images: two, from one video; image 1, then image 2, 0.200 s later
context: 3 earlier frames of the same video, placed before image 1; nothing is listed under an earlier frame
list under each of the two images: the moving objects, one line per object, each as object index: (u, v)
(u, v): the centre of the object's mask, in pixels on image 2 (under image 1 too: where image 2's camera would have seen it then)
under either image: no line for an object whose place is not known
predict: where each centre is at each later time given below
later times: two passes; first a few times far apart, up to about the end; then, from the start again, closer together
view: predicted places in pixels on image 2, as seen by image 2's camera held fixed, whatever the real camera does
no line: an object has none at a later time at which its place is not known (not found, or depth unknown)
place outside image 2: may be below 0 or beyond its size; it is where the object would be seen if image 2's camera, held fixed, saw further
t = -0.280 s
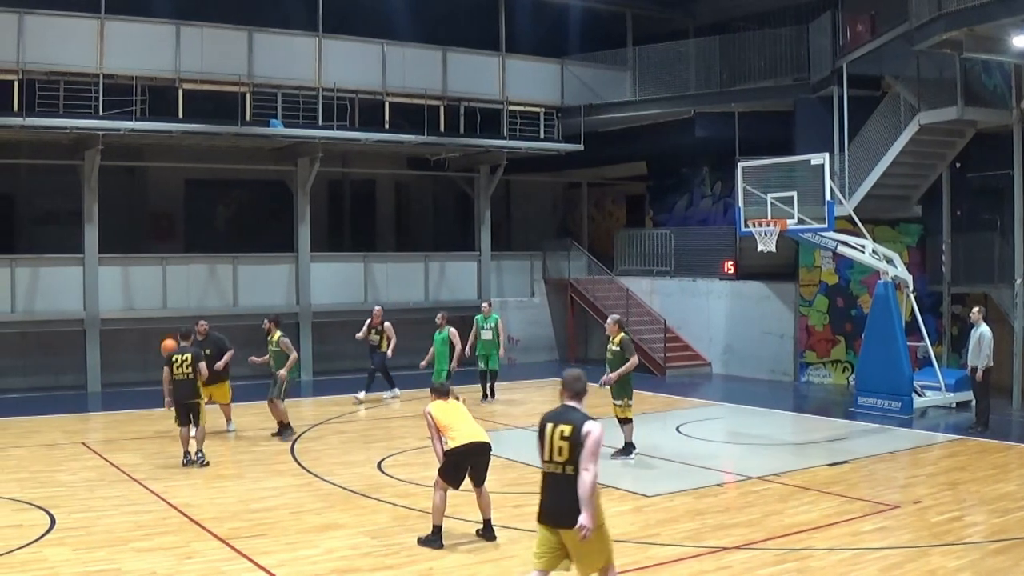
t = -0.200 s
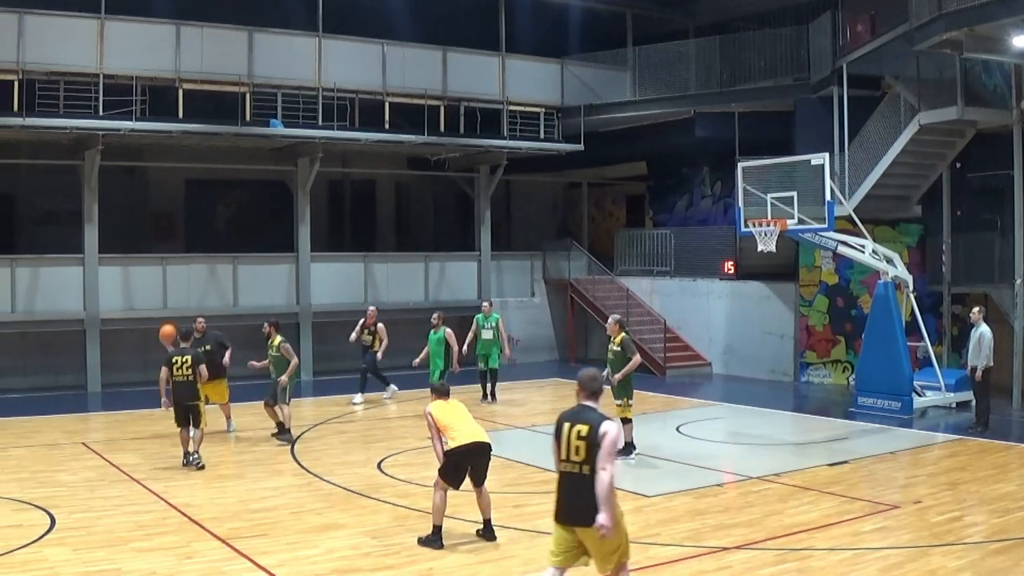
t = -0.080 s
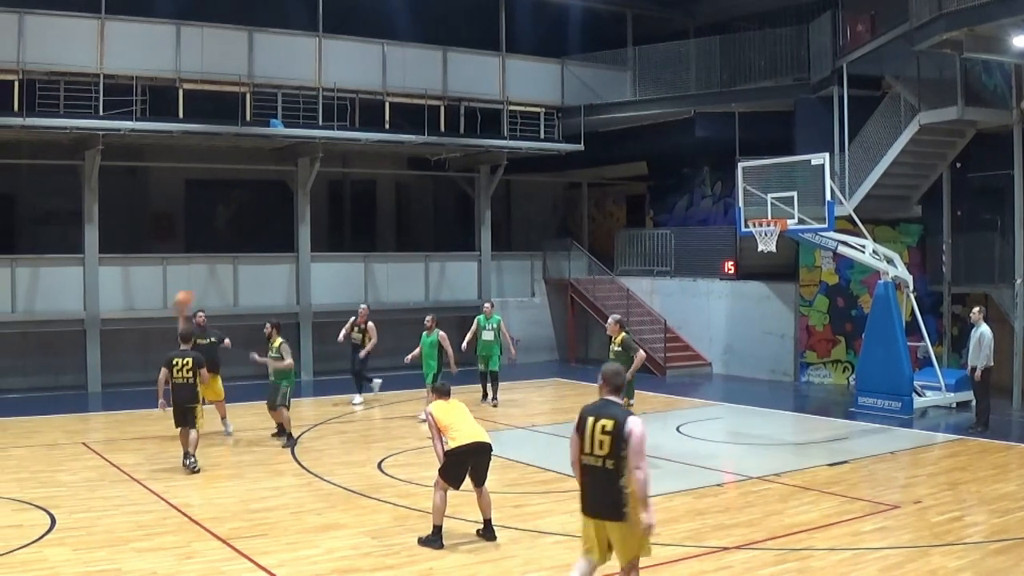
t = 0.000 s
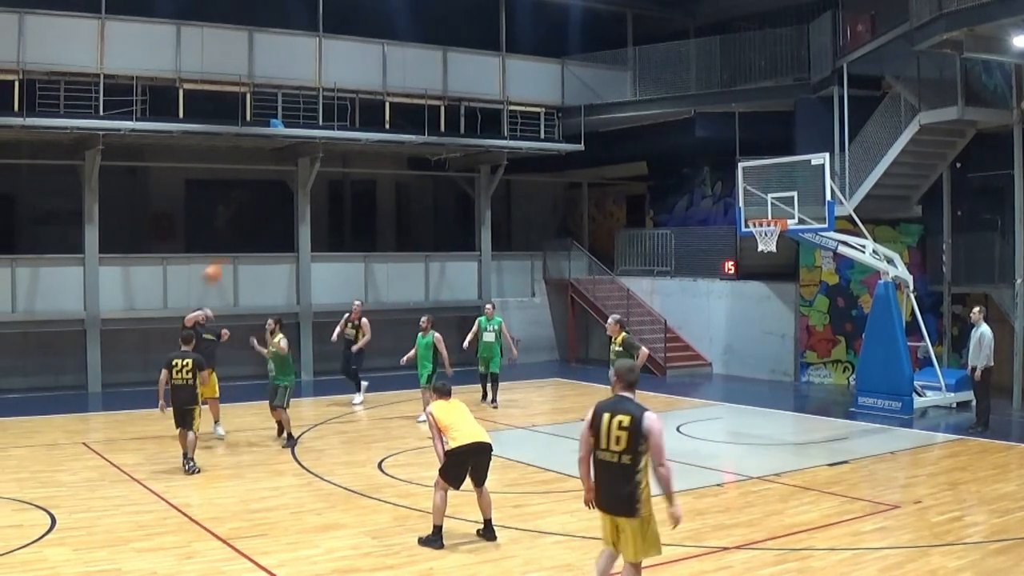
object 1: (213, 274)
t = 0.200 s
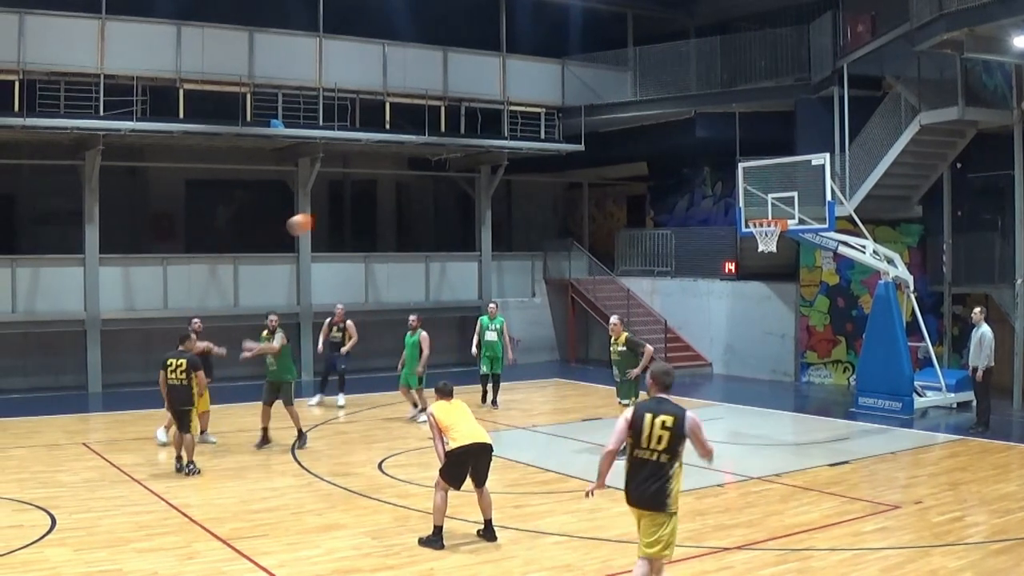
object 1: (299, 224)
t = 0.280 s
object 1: (339, 210)
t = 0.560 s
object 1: (508, 205)
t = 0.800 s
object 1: (684, 257)
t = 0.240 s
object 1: (320, 217)
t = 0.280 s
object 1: (339, 210)
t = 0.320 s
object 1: (361, 205)
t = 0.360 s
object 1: (383, 201)
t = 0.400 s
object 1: (406, 198)
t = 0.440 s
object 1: (430, 197)
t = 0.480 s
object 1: (456, 198)
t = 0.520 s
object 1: (483, 201)
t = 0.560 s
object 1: (508, 205)
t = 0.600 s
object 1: (535, 209)
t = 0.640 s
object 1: (562, 215)
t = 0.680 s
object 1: (590, 222)
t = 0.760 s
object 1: (653, 244)
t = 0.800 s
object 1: (684, 257)
